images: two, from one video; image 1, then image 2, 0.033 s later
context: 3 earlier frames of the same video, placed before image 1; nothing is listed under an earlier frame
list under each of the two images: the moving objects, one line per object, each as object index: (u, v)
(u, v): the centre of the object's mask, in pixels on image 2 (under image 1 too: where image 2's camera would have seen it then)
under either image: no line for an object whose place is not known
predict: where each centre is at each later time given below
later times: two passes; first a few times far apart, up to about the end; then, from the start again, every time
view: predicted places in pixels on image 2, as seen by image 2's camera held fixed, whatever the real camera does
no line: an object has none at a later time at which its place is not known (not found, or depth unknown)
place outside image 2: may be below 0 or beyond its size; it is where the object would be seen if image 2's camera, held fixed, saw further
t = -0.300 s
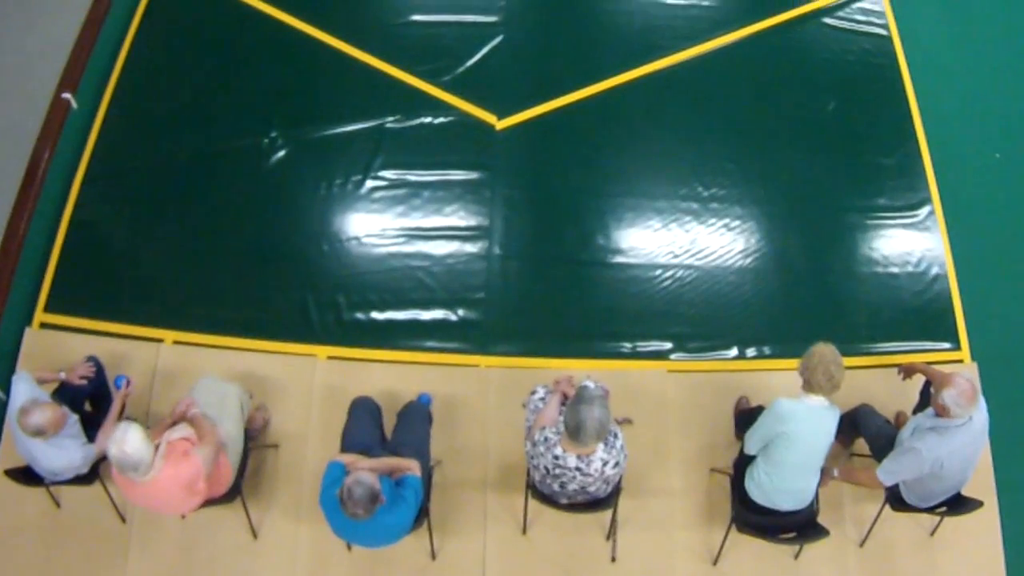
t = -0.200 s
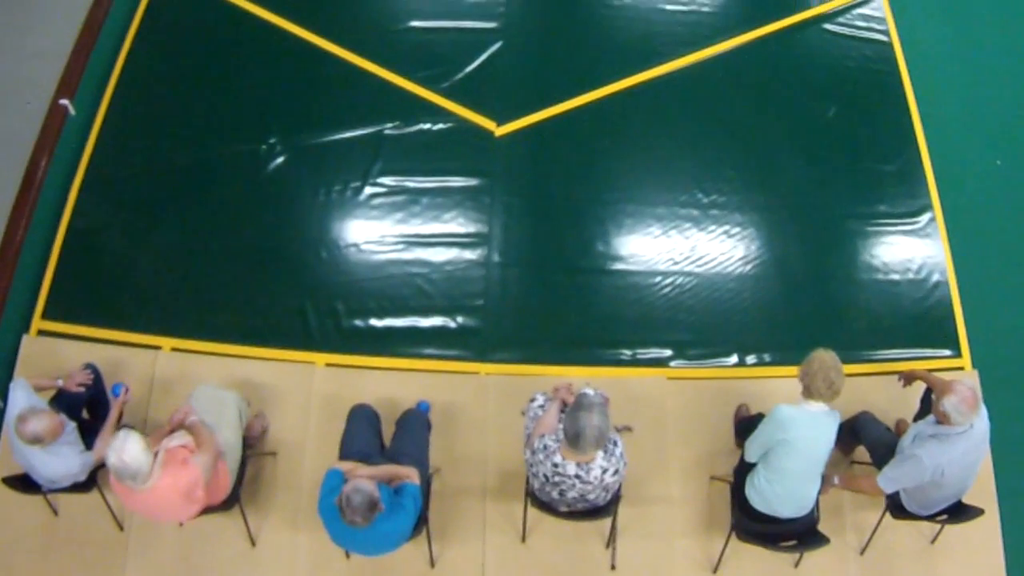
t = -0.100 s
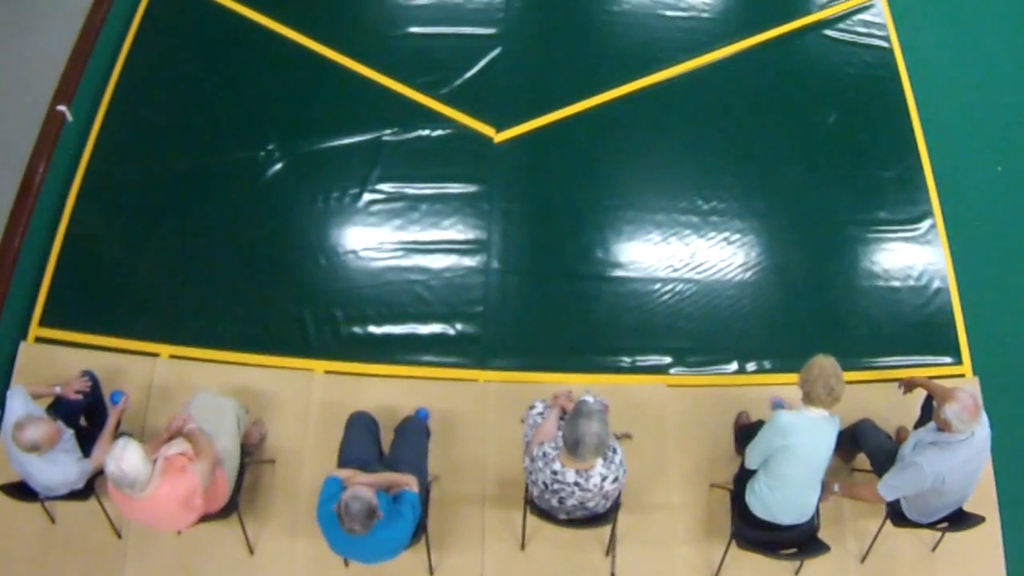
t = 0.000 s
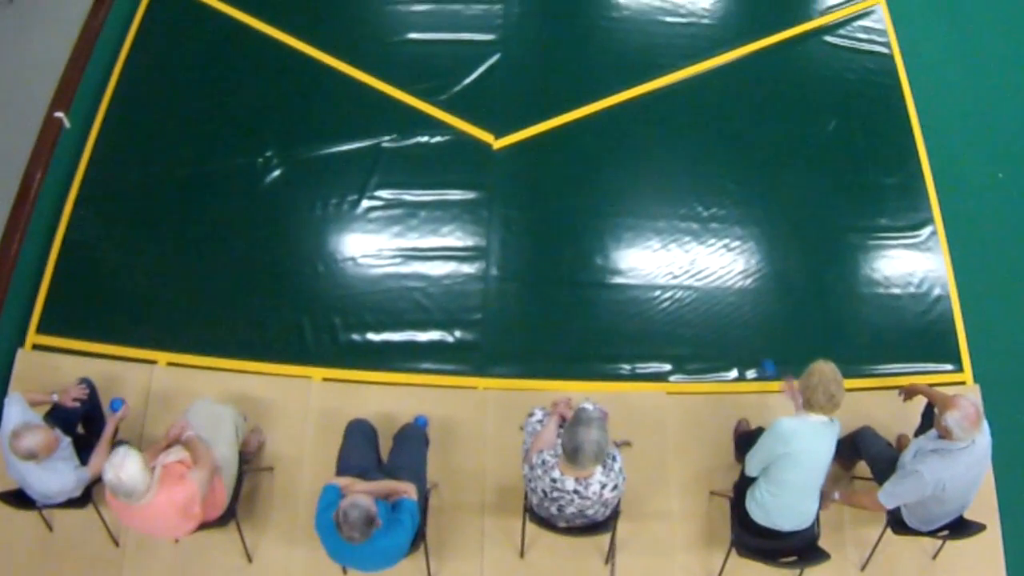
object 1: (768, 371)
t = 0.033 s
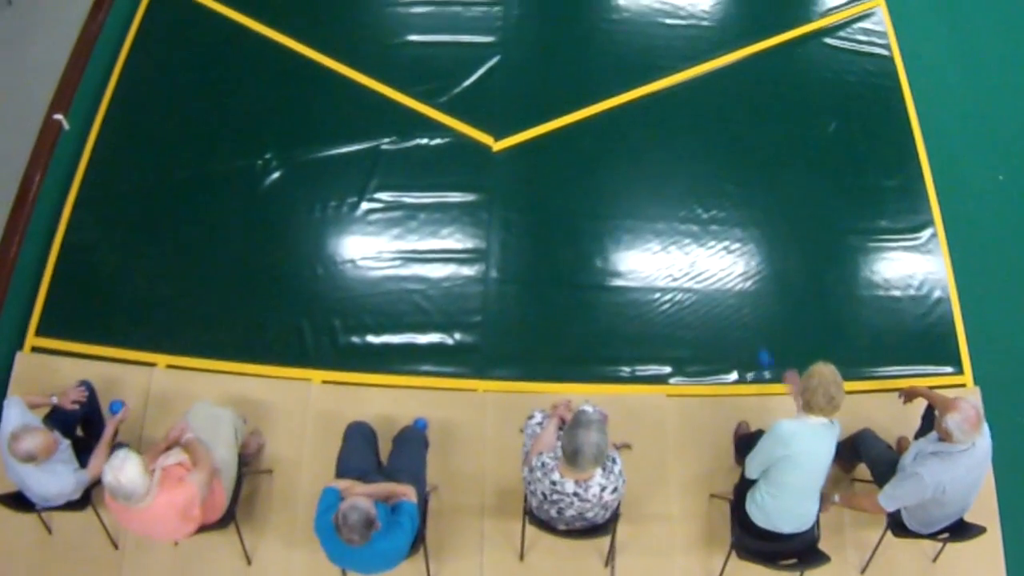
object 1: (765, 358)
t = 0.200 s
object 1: (748, 305)
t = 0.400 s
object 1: (734, 252)
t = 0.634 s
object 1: (722, 194)
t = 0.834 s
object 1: (712, 149)
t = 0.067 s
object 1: (759, 346)
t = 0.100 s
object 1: (754, 337)
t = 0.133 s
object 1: (752, 326)
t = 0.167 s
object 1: (750, 317)
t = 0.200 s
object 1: (748, 305)
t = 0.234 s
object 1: (744, 299)
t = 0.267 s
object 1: (743, 289)
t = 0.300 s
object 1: (740, 280)
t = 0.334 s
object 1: (737, 271)
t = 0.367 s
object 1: (736, 261)
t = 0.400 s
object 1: (734, 252)
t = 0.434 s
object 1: (732, 245)
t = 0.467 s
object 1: (730, 235)
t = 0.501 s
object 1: (728, 226)
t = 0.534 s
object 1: (727, 219)
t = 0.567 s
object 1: (725, 211)
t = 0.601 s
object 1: (724, 203)
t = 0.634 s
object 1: (722, 194)
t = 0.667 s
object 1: (720, 187)
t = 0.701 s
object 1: (719, 179)
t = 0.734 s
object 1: (717, 171)
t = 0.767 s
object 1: (715, 163)
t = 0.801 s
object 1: (713, 155)
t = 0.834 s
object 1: (712, 149)
